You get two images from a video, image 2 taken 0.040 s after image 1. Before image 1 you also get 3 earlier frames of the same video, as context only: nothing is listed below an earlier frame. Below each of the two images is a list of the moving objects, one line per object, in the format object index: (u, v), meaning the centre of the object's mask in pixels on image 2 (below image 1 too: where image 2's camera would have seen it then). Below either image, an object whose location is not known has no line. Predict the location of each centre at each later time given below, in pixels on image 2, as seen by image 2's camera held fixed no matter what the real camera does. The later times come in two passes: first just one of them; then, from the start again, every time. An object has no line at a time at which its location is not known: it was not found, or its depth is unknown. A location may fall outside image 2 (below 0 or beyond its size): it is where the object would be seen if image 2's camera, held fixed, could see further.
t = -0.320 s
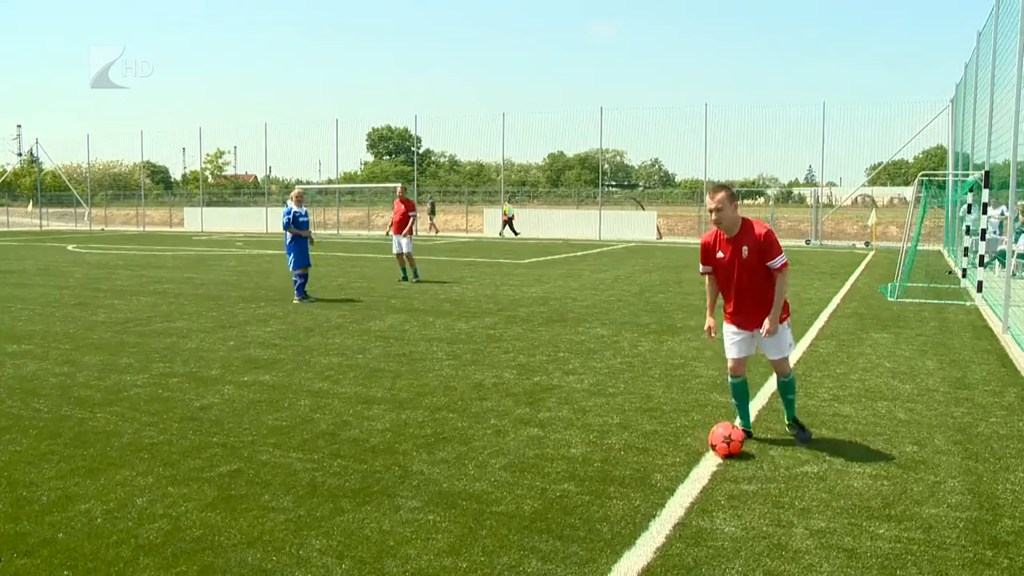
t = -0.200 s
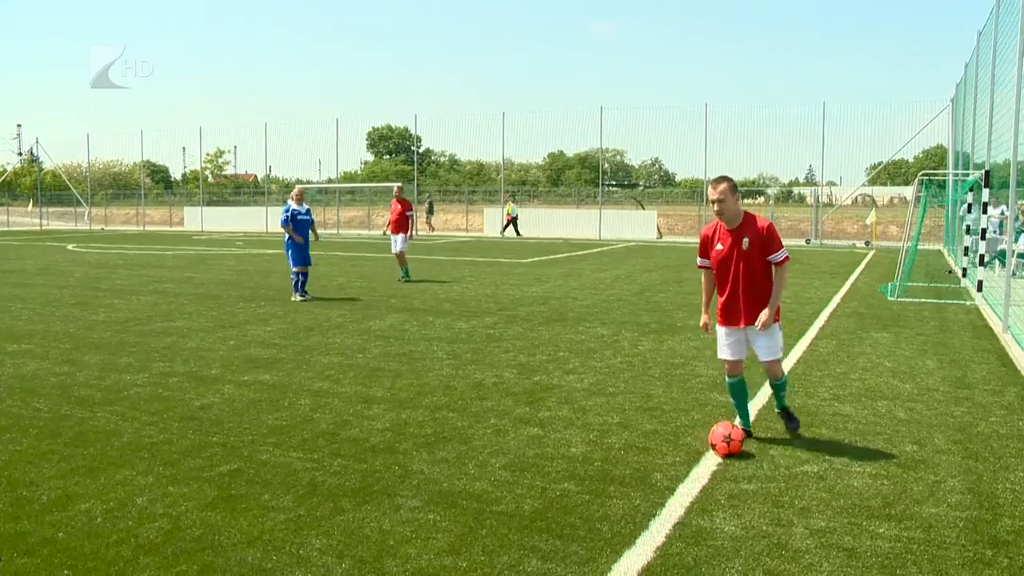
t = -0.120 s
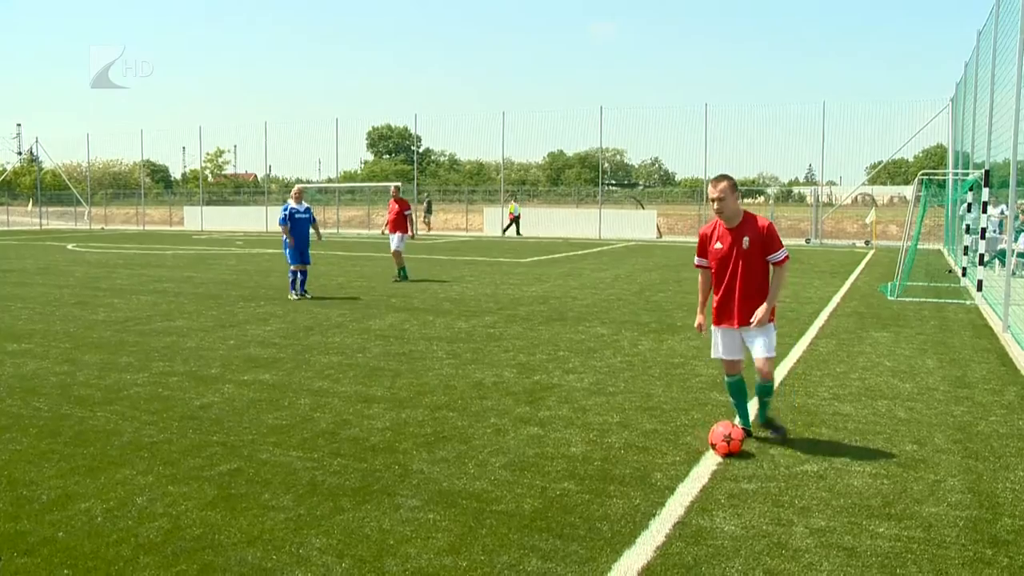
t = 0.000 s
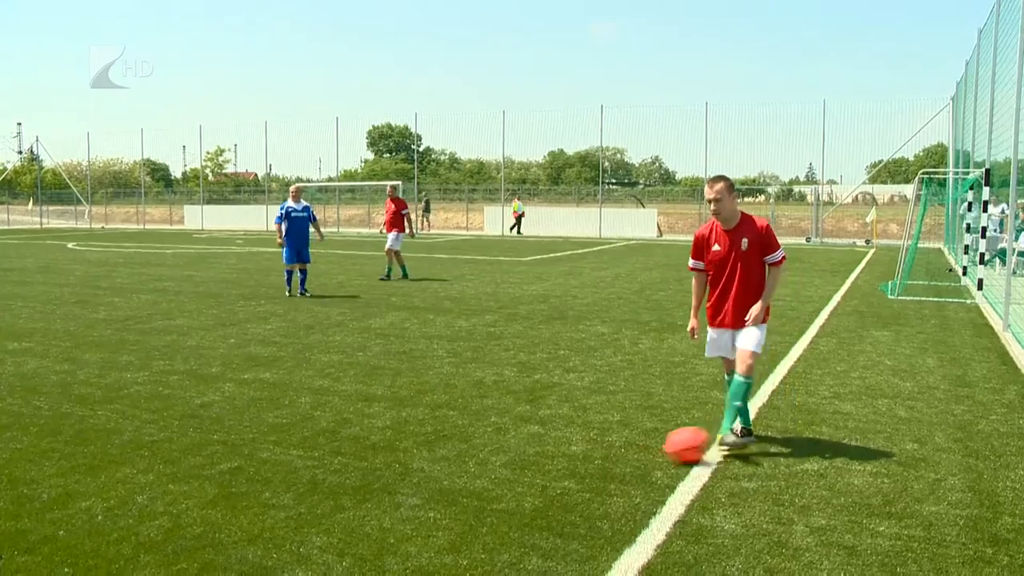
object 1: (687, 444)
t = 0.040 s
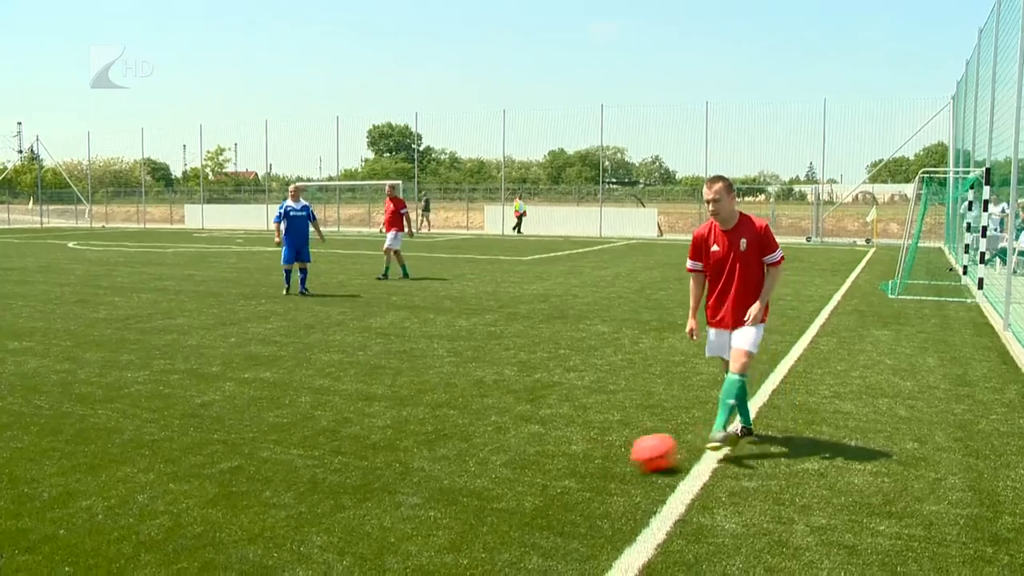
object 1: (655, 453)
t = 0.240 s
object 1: (494, 487)
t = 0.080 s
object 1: (623, 459)
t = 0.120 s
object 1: (591, 466)
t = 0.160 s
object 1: (559, 471)
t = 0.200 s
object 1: (527, 479)
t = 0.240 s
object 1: (494, 487)
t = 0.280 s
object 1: (463, 494)
